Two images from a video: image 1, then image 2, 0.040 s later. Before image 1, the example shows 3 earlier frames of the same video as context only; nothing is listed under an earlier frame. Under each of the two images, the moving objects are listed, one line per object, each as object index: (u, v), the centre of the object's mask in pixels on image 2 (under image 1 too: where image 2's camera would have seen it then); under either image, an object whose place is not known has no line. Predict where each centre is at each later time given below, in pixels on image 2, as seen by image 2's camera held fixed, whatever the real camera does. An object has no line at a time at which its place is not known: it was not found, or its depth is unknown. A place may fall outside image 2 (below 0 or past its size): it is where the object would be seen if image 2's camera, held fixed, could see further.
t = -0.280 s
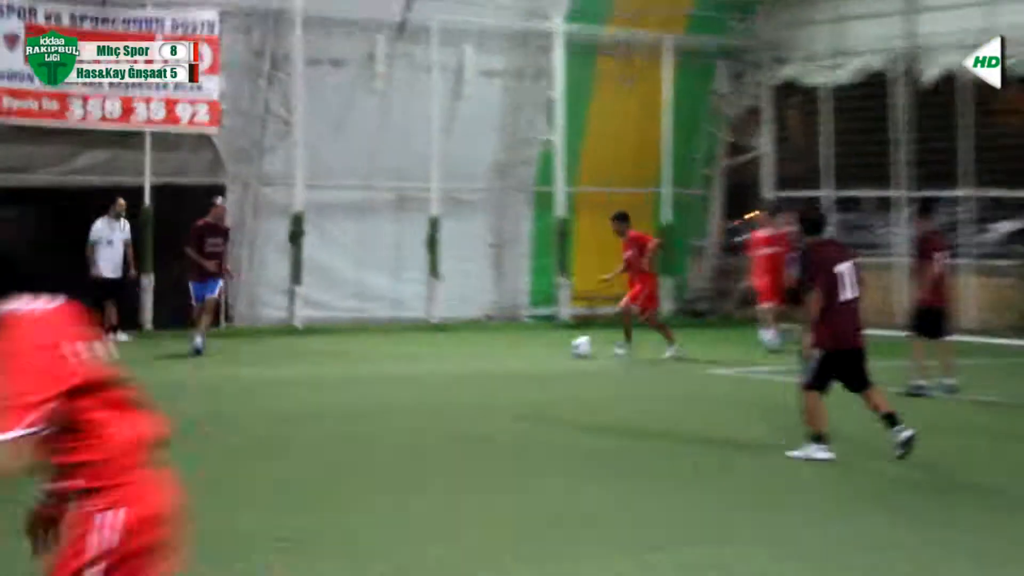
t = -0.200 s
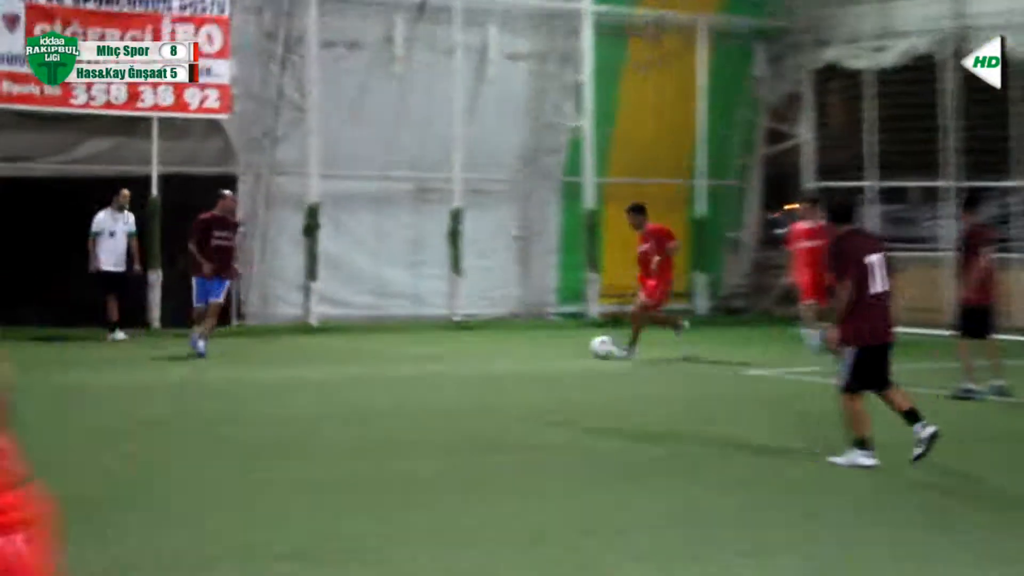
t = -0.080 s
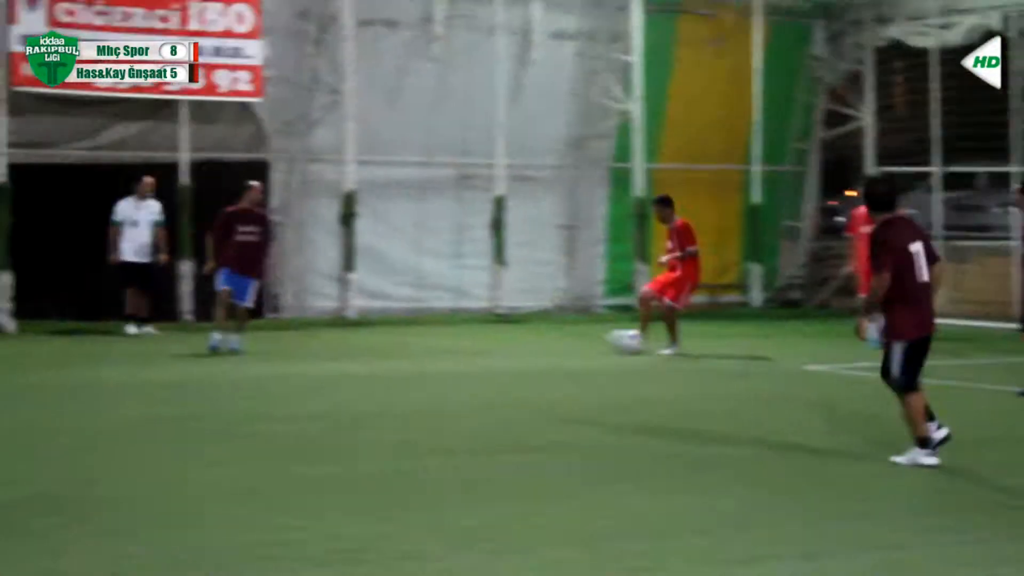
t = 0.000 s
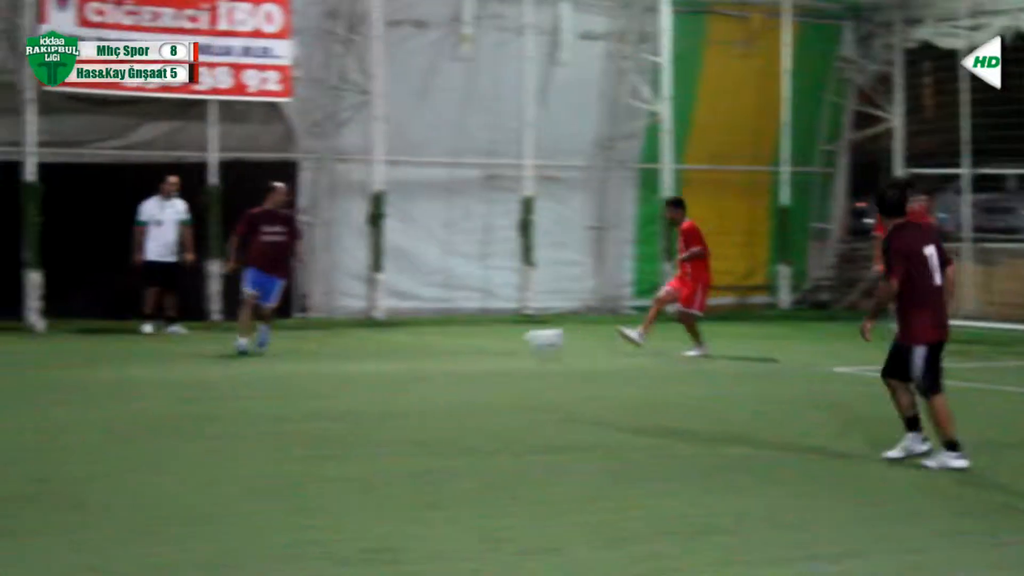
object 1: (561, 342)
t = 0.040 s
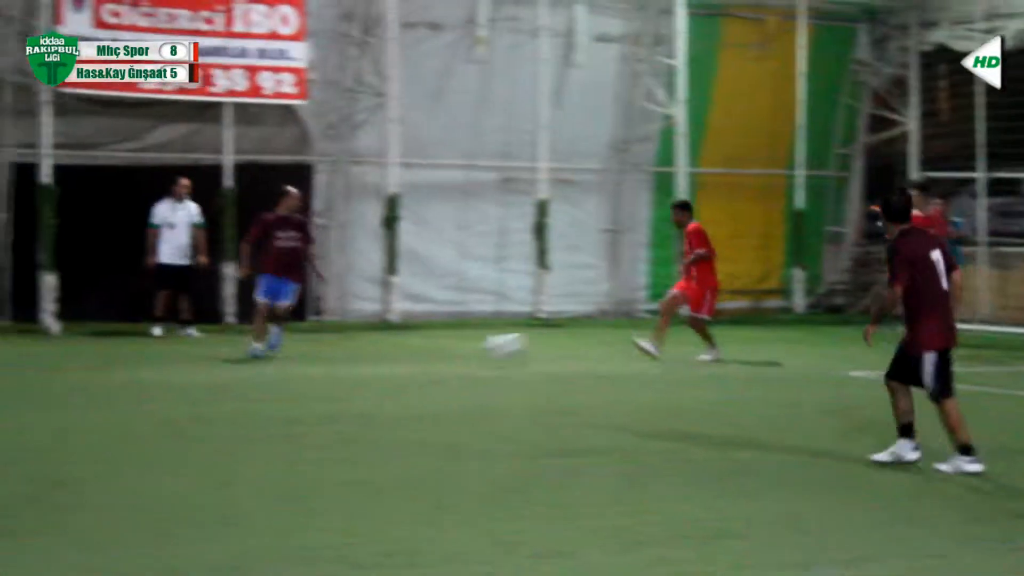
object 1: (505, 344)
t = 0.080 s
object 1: (448, 348)
